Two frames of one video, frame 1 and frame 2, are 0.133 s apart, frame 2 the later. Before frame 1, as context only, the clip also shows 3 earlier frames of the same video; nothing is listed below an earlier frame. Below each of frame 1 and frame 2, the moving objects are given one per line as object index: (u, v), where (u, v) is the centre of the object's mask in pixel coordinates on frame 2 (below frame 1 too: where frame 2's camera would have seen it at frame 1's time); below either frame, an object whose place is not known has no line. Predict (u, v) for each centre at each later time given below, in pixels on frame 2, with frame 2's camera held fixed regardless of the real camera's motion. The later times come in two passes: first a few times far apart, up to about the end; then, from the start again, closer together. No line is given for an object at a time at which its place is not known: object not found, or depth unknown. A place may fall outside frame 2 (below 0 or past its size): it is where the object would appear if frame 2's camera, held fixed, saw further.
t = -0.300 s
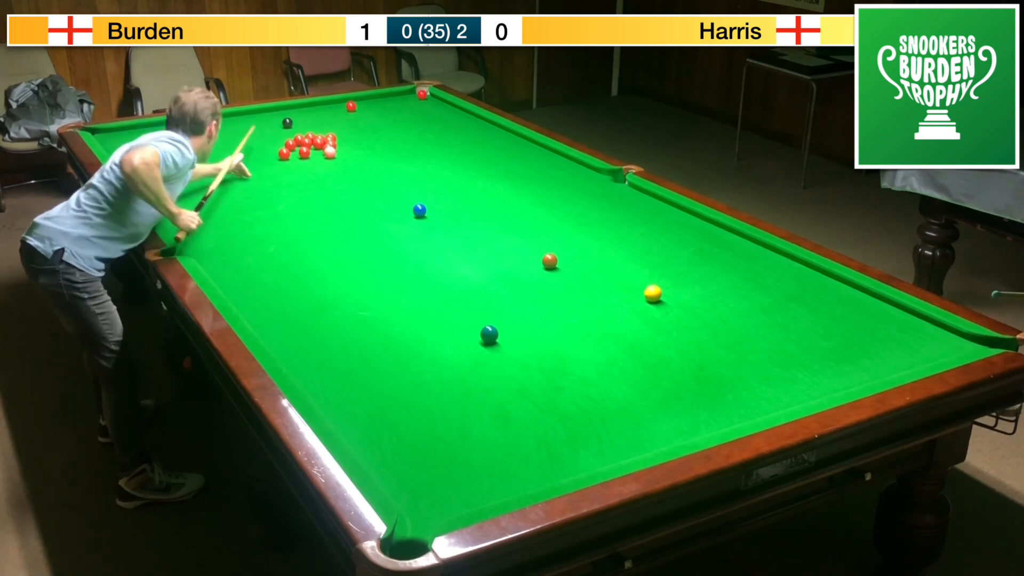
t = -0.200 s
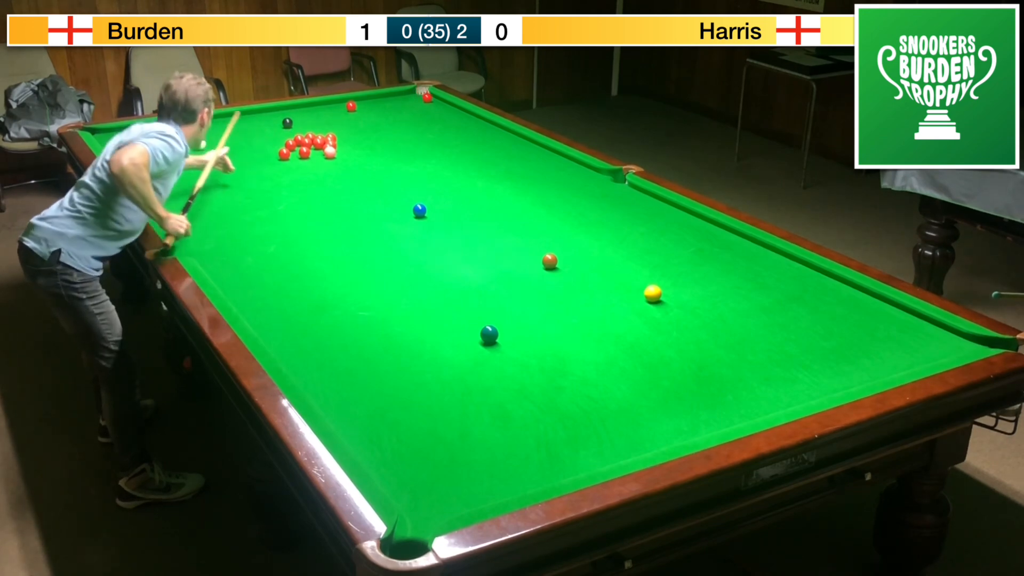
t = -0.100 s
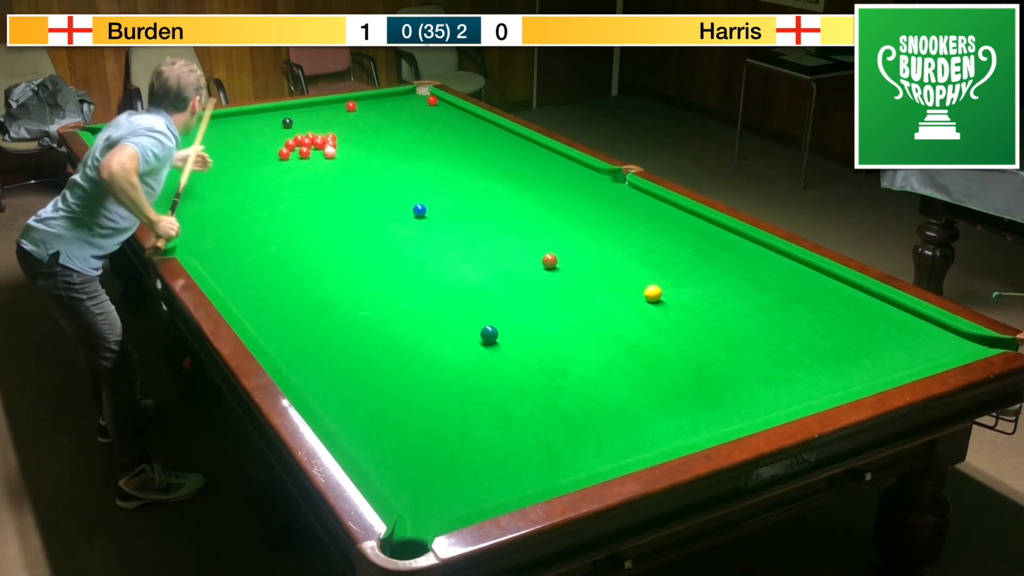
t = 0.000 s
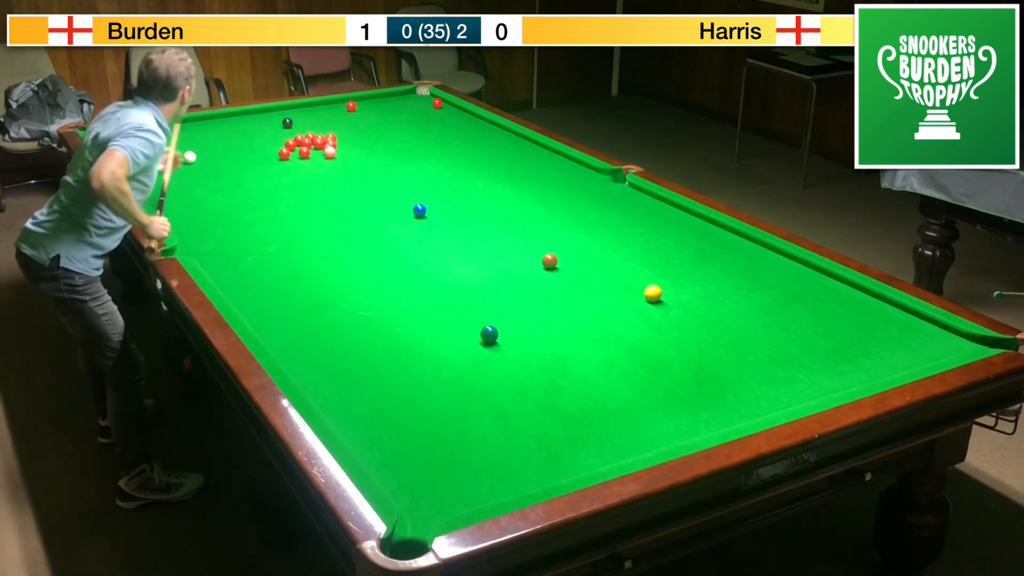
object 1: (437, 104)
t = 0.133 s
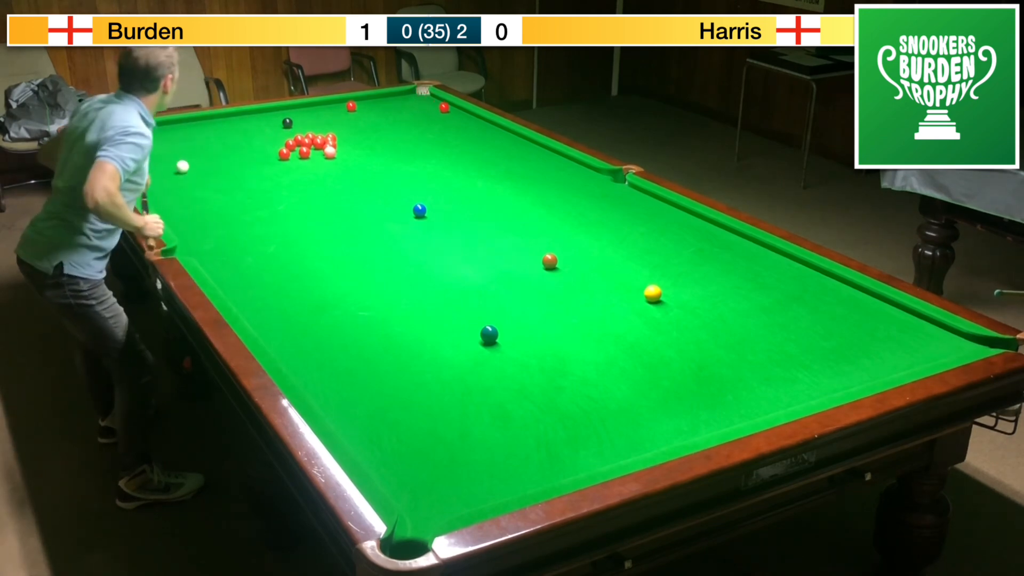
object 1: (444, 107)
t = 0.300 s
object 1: (453, 113)
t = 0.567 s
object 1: (466, 121)
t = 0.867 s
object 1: (480, 129)
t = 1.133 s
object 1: (493, 138)
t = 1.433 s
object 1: (506, 147)
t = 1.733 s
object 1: (519, 155)
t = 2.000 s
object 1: (530, 163)
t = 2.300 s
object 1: (542, 171)
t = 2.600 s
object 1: (553, 178)
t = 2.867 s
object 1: (562, 184)
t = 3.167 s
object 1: (572, 191)
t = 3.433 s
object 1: (580, 196)
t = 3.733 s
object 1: (587, 201)
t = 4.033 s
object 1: (594, 206)
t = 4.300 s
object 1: (598, 210)
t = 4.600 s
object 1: (602, 213)
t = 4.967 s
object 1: (606, 215)
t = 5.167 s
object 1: (607, 216)
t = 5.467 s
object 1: (607, 217)
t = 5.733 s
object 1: (607, 217)
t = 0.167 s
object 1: (446, 108)
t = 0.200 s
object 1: (448, 110)
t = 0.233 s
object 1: (449, 110)
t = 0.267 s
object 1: (451, 112)
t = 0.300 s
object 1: (453, 113)
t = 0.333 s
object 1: (454, 114)
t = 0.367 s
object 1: (456, 115)
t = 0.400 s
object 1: (458, 116)
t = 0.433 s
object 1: (459, 117)
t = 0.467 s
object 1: (461, 118)
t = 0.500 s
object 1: (463, 119)
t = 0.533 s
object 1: (464, 120)
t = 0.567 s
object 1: (466, 121)
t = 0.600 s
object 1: (467, 122)
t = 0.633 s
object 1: (469, 123)
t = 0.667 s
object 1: (471, 124)
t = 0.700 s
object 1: (472, 124)
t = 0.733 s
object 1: (474, 125)
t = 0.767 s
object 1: (476, 126)
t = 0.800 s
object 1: (477, 128)
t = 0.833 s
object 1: (479, 129)
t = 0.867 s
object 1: (480, 129)
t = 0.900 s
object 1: (482, 130)
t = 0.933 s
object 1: (483, 132)
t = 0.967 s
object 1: (485, 133)
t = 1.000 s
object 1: (487, 134)
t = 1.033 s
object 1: (488, 134)
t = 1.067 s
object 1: (490, 136)
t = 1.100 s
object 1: (491, 137)
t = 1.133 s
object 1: (493, 138)
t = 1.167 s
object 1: (495, 139)
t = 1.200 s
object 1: (496, 140)
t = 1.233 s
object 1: (497, 141)
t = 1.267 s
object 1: (499, 142)
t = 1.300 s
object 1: (501, 143)
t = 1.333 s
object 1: (502, 144)
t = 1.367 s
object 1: (503, 145)
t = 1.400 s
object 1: (505, 145)
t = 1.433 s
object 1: (506, 147)
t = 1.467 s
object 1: (508, 148)
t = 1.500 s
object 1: (509, 149)
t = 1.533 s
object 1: (511, 149)
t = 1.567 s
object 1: (512, 150)
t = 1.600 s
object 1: (514, 151)
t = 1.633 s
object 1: (515, 152)
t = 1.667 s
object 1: (517, 153)
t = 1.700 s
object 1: (518, 154)
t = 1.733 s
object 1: (519, 155)
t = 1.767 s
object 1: (521, 156)
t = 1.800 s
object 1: (522, 157)
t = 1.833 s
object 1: (523, 158)
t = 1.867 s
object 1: (525, 159)
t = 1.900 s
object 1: (526, 160)
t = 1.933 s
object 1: (527, 161)
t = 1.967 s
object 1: (529, 162)
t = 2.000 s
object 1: (530, 163)
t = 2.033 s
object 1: (532, 163)
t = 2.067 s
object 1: (533, 164)
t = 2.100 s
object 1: (534, 165)
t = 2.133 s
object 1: (535, 166)
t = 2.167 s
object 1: (537, 167)
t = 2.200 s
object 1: (538, 168)
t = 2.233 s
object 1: (540, 169)
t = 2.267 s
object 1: (541, 170)
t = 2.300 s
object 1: (542, 171)
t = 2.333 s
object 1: (543, 171)
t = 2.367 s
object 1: (545, 172)
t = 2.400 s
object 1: (546, 173)
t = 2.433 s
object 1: (547, 174)
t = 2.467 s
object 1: (548, 175)
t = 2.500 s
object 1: (549, 176)
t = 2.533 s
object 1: (551, 176)
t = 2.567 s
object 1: (552, 177)
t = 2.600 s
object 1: (553, 178)
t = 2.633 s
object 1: (554, 179)
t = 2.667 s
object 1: (556, 179)
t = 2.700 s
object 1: (557, 180)
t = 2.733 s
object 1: (558, 181)
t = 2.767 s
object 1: (559, 182)
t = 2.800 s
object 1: (560, 182)
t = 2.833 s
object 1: (561, 183)
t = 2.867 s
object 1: (562, 184)
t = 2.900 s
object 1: (564, 185)
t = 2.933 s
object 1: (564, 186)
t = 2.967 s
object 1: (566, 187)
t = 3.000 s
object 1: (567, 187)
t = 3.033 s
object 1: (568, 188)
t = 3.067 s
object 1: (569, 189)
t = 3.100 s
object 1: (570, 190)
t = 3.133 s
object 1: (571, 190)
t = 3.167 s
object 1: (572, 191)
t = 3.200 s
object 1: (573, 192)
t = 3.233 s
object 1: (574, 192)
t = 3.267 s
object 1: (575, 193)
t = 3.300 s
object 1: (576, 194)
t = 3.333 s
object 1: (577, 194)
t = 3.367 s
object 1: (578, 195)
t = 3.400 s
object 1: (579, 196)
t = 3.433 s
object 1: (580, 196)
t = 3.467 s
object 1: (580, 197)
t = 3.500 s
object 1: (581, 197)
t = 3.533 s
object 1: (582, 198)
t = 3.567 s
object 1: (583, 199)
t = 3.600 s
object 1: (584, 199)
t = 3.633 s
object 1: (585, 200)
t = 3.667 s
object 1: (586, 200)
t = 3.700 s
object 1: (587, 201)
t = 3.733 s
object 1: (587, 201)
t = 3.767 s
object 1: (588, 202)
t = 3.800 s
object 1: (589, 202)
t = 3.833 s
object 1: (590, 203)
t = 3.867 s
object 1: (590, 204)
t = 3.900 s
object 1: (591, 204)
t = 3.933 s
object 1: (592, 205)
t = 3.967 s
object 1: (592, 205)
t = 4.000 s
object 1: (593, 206)
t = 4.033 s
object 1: (594, 206)
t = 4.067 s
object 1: (594, 207)
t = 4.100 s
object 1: (595, 207)
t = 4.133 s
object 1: (595, 207)
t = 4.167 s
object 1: (596, 208)
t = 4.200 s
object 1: (597, 208)
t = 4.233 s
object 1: (597, 209)
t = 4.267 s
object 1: (598, 209)
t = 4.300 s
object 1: (598, 210)
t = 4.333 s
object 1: (599, 210)
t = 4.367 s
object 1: (599, 210)
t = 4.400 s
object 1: (600, 211)
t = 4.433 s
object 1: (600, 211)
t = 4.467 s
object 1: (601, 211)
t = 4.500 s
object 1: (601, 212)
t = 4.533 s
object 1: (602, 212)
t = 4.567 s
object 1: (602, 212)
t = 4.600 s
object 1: (602, 213)
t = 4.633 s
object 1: (603, 213)
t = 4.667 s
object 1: (603, 213)
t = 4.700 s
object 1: (604, 214)
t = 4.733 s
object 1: (604, 214)
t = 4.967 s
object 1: (606, 215)
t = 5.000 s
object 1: (606, 216)
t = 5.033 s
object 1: (606, 216)
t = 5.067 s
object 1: (606, 216)
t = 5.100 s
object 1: (607, 216)
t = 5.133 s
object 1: (607, 216)
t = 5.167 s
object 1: (607, 216)
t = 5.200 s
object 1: (607, 216)
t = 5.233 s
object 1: (607, 217)
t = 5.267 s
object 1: (607, 217)
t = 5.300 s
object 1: (607, 217)
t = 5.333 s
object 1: (607, 217)
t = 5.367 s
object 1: (607, 217)
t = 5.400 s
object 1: (607, 217)
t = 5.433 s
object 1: (607, 217)
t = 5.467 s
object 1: (607, 217)
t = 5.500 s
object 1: (607, 217)
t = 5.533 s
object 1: (607, 217)
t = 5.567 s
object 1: (607, 217)
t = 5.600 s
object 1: (607, 217)
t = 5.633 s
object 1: (607, 217)
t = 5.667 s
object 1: (607, 217)
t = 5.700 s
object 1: (607, 217)
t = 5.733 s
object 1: (607, 217)
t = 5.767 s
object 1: (607, 217)
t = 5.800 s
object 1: (607, 217)
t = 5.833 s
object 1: (607, 217)
